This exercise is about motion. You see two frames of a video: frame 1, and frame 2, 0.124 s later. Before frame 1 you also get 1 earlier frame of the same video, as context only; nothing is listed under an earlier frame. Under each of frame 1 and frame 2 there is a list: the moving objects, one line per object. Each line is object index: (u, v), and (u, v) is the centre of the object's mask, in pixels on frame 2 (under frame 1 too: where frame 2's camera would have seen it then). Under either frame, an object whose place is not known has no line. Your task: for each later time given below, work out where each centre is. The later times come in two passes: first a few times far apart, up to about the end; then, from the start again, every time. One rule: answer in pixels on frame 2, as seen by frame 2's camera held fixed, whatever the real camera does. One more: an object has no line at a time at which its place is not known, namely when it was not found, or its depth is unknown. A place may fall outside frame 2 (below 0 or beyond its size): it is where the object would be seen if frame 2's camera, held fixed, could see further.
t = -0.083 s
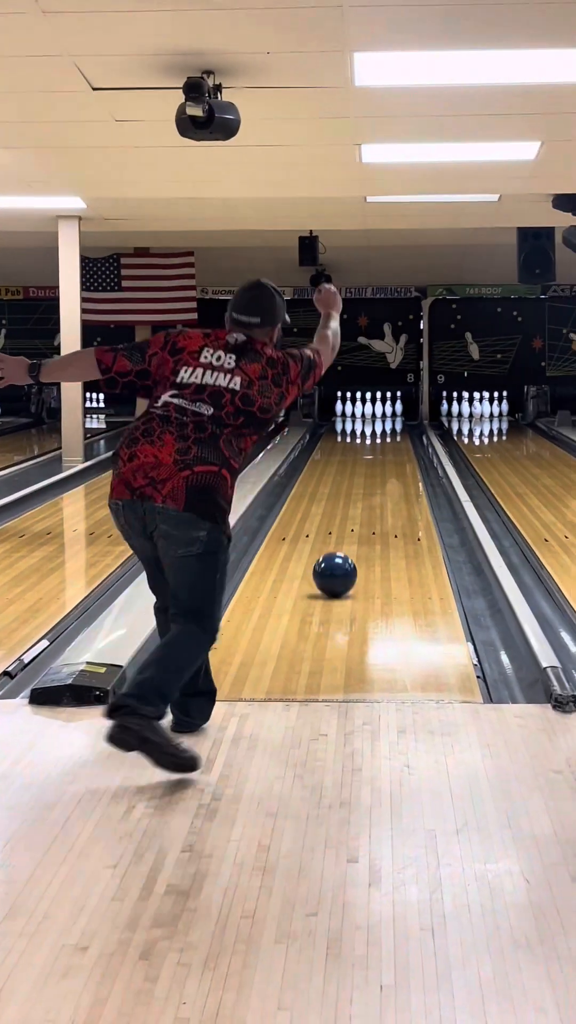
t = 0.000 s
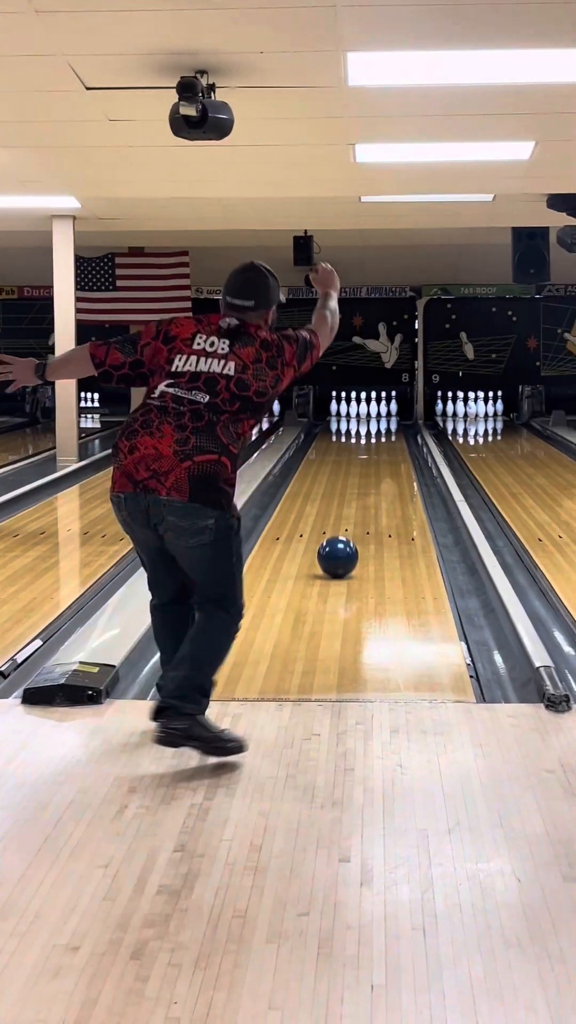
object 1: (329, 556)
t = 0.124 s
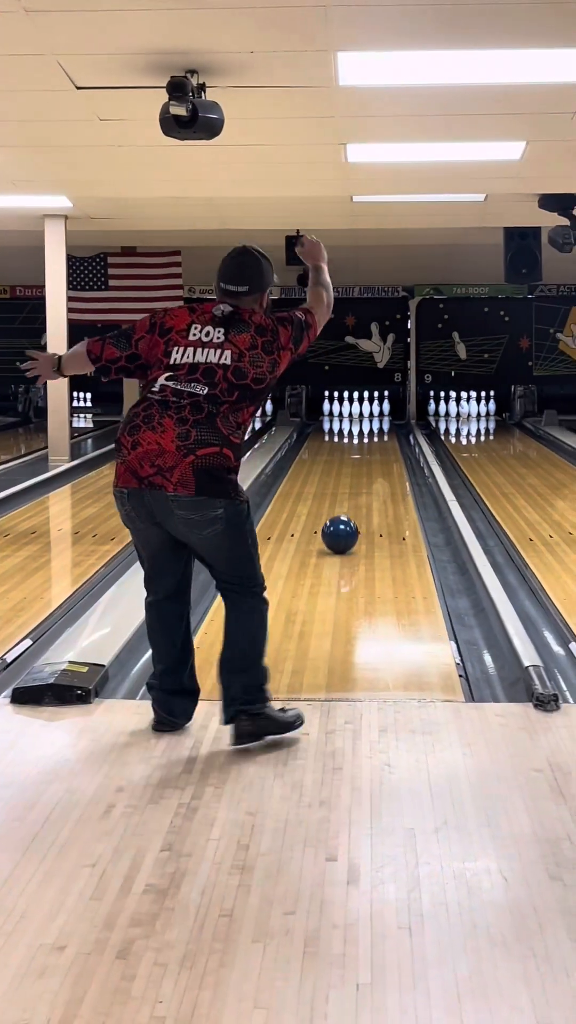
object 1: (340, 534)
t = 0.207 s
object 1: (346, 522)
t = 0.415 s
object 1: (357, 498)
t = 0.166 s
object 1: (343, 528)
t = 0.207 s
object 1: (346, 522)
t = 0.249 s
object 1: (348, 517)
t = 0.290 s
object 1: (351, 512)
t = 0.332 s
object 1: (353, 507)
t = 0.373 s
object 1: (355, 503)
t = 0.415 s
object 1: (357, 498)
